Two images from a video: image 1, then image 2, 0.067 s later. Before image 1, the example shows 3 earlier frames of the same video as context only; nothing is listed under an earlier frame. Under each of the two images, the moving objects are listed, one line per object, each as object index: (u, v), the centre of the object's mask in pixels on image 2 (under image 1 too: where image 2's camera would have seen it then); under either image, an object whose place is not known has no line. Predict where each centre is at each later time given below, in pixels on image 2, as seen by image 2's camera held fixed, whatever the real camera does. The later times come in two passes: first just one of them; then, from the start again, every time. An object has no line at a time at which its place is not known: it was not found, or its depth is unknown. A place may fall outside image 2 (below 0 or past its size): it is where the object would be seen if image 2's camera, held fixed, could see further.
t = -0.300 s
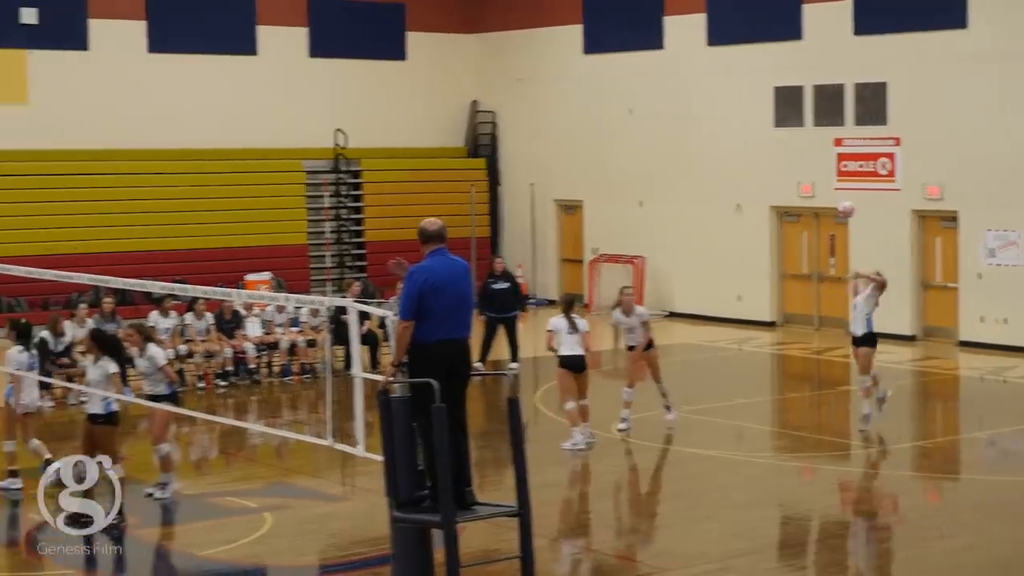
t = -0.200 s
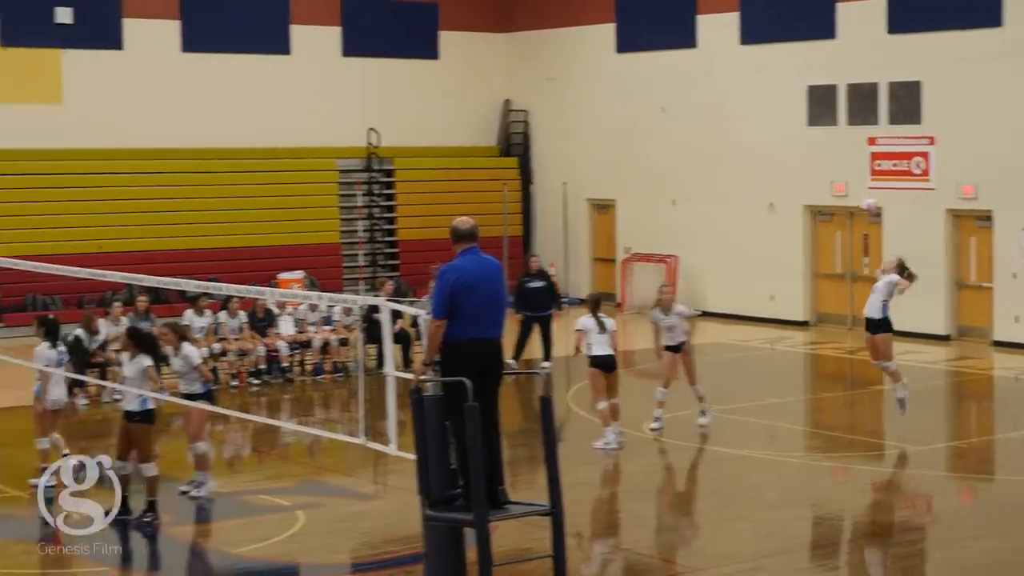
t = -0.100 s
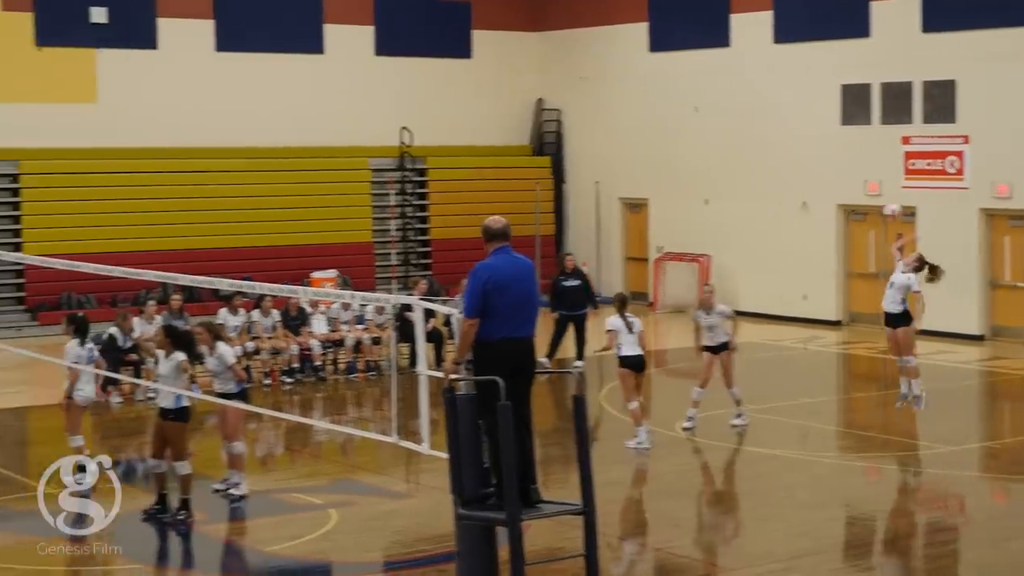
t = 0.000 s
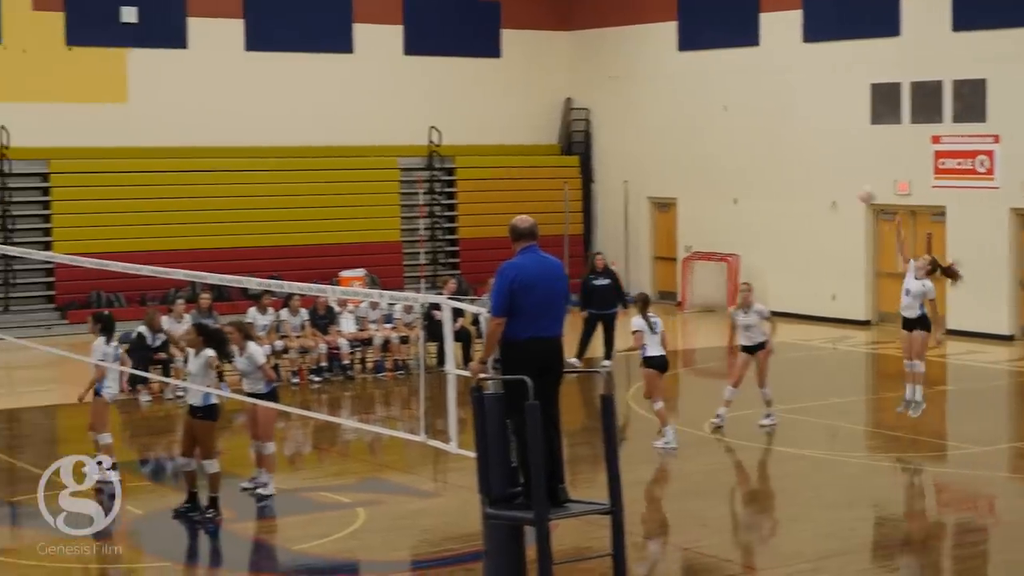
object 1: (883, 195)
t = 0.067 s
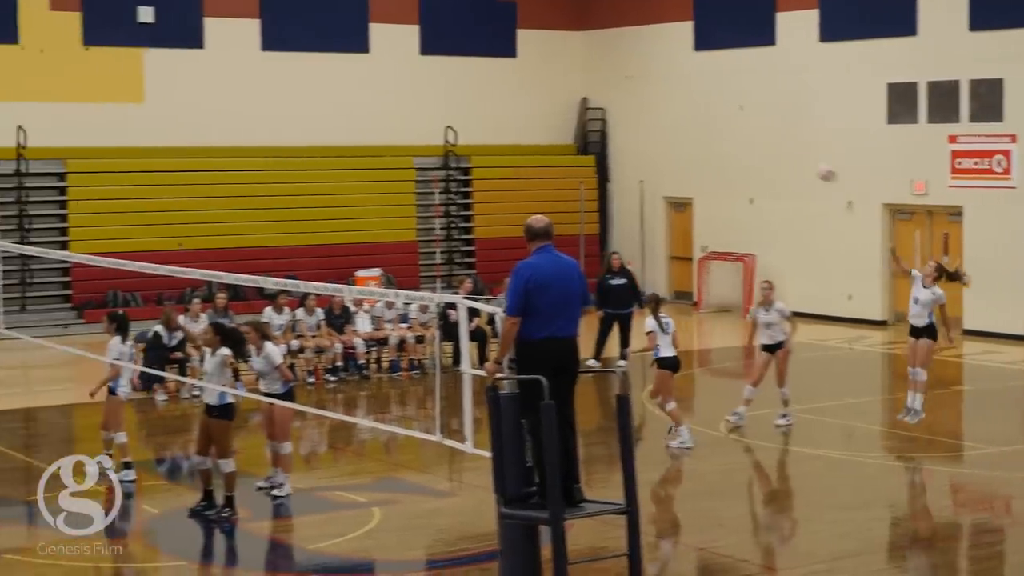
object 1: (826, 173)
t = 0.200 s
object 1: (714, 142)
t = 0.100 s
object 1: (799, 166)
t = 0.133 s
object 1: (770, 157)
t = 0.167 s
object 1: (741, 150)
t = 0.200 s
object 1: (714, 142)
